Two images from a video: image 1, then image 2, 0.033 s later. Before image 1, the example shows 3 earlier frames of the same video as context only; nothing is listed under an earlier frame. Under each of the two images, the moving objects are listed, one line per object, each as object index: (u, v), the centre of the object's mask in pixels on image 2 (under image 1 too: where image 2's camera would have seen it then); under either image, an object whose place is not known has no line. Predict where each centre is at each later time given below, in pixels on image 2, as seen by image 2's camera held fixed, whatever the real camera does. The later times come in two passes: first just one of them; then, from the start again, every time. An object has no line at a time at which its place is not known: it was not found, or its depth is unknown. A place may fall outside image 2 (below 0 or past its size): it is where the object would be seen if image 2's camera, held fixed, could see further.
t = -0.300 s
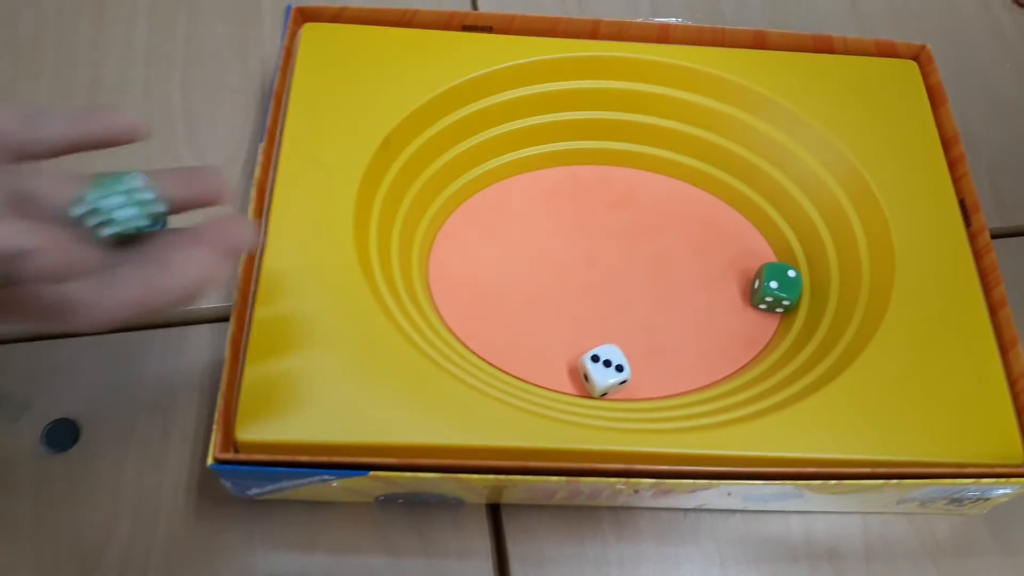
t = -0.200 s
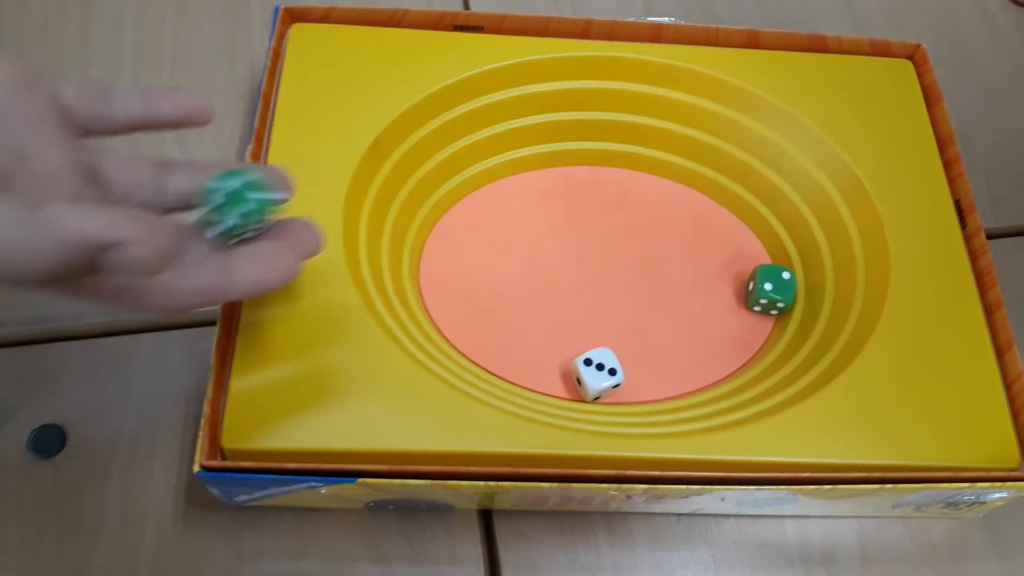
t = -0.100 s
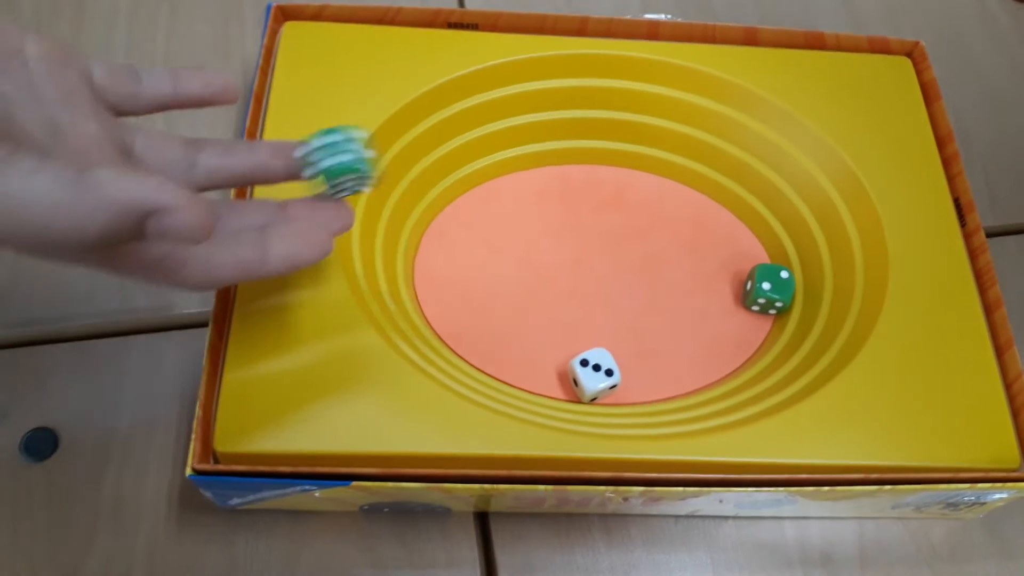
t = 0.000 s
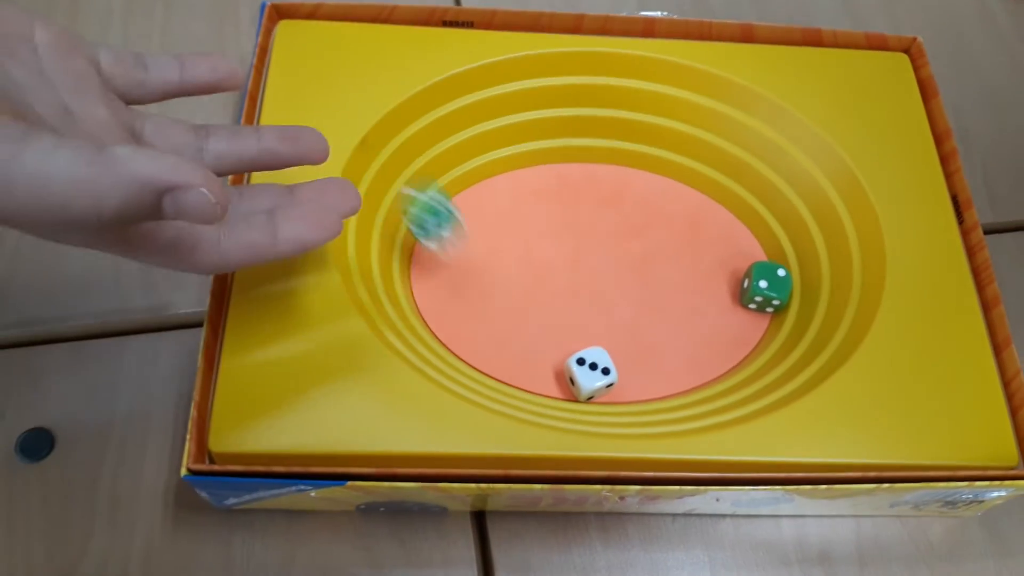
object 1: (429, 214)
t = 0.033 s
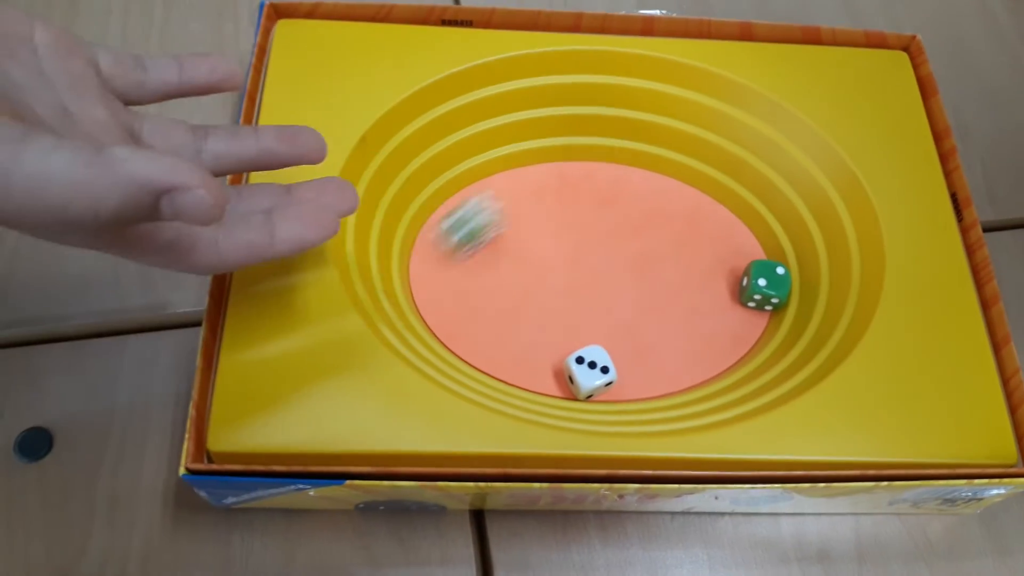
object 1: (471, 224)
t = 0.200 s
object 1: (648, 149)
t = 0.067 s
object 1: (521, 196)
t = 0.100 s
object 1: (564, 179)
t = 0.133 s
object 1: (598, 149)
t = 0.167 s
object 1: (626, 135)
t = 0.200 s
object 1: (648, 149)
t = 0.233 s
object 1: (669, 176)
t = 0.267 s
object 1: (698, 187)
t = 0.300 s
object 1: (722, 202)
